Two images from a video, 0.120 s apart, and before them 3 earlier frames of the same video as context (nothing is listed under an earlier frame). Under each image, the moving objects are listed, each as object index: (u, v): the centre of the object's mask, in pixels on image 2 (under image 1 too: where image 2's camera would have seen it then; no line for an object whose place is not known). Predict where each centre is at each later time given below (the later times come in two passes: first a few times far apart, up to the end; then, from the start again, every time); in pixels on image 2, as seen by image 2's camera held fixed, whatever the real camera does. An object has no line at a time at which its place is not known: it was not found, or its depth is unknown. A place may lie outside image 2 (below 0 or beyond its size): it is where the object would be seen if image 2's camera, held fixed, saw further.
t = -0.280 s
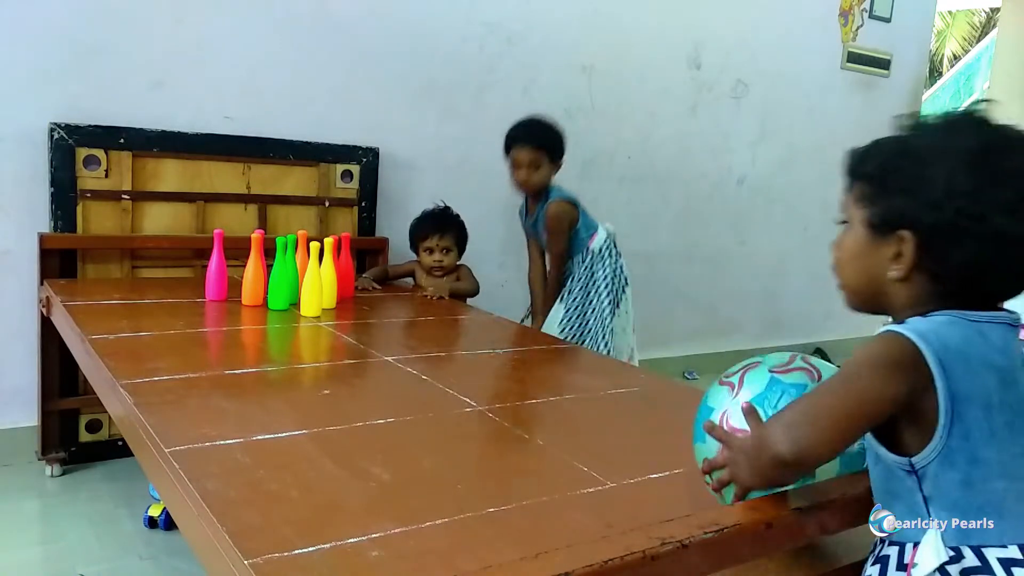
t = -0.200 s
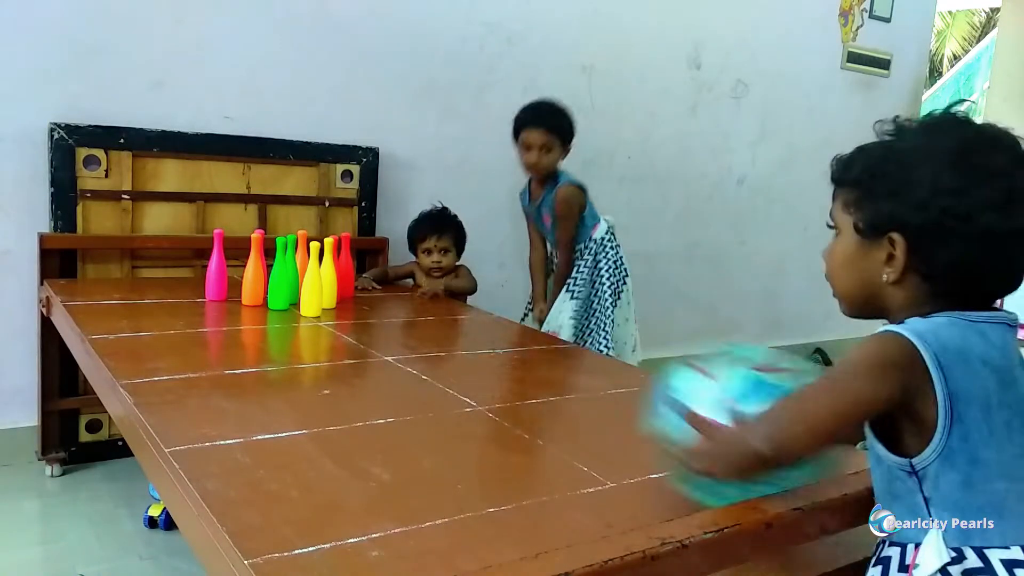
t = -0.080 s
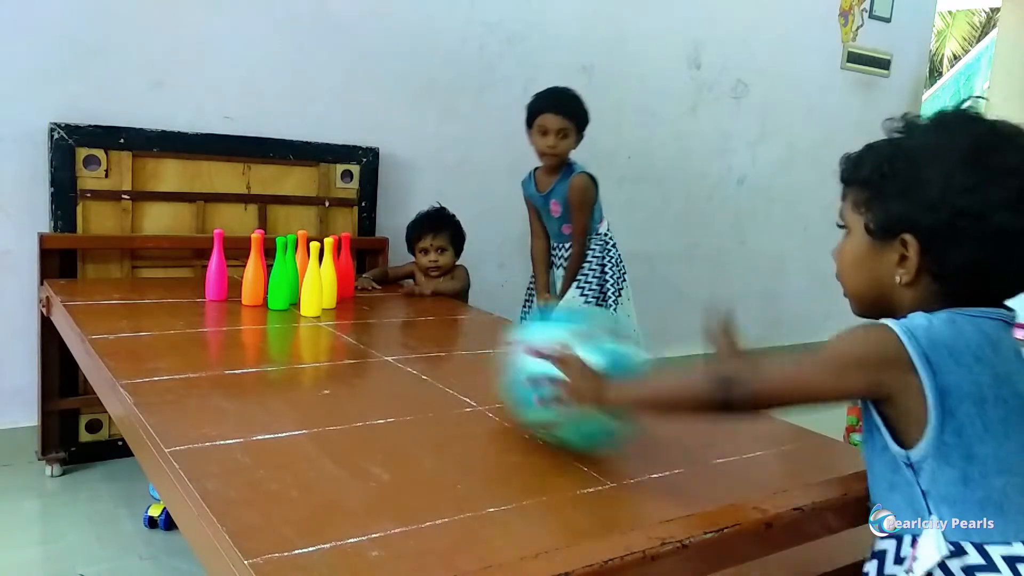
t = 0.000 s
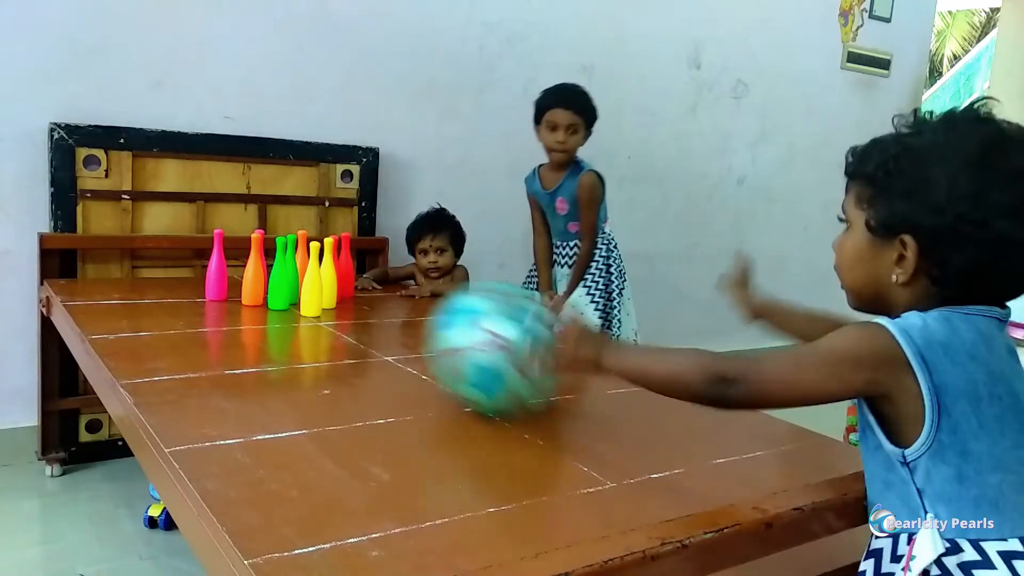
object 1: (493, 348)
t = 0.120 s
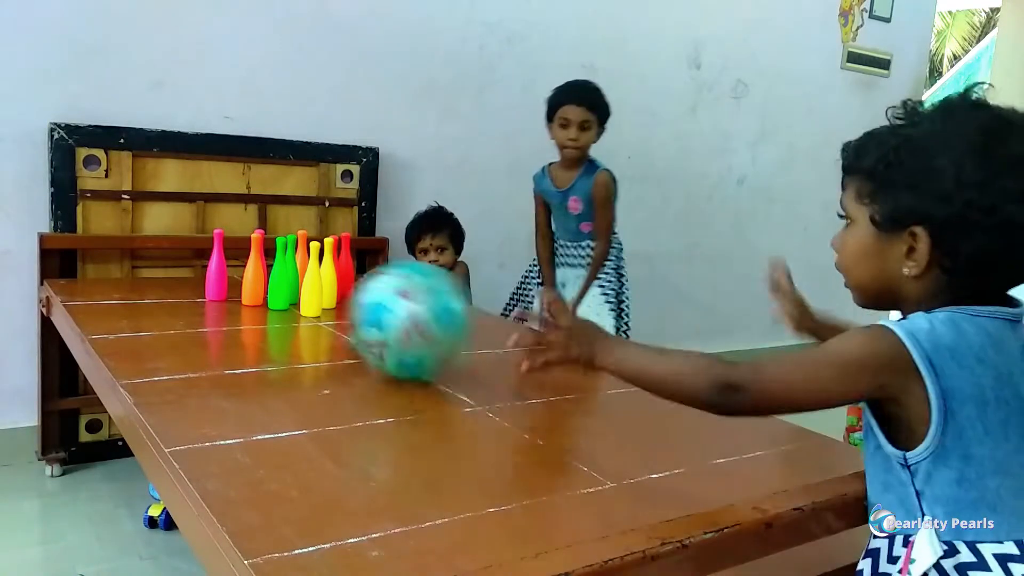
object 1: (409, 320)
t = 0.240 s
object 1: (351, 306)
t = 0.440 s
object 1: (265, 285)
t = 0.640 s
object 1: (194, 267)
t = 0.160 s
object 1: (390, 314)
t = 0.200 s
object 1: (370, 310)
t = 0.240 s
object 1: (351, 306)
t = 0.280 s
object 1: (335, 301)
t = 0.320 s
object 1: (316, 296)
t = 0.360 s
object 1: (298, 292)
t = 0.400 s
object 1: (280, 288)
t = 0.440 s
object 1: (265, 285)
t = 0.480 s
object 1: (250, 281)
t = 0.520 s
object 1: (233, 276)
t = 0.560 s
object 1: (221, 274)
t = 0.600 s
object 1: (205, 270)
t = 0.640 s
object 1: (194, 267)
